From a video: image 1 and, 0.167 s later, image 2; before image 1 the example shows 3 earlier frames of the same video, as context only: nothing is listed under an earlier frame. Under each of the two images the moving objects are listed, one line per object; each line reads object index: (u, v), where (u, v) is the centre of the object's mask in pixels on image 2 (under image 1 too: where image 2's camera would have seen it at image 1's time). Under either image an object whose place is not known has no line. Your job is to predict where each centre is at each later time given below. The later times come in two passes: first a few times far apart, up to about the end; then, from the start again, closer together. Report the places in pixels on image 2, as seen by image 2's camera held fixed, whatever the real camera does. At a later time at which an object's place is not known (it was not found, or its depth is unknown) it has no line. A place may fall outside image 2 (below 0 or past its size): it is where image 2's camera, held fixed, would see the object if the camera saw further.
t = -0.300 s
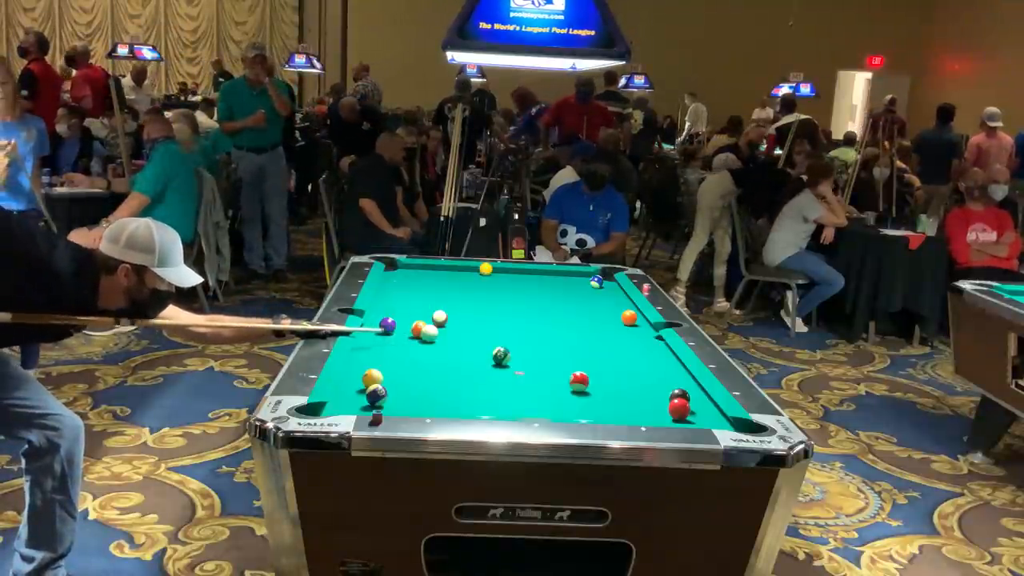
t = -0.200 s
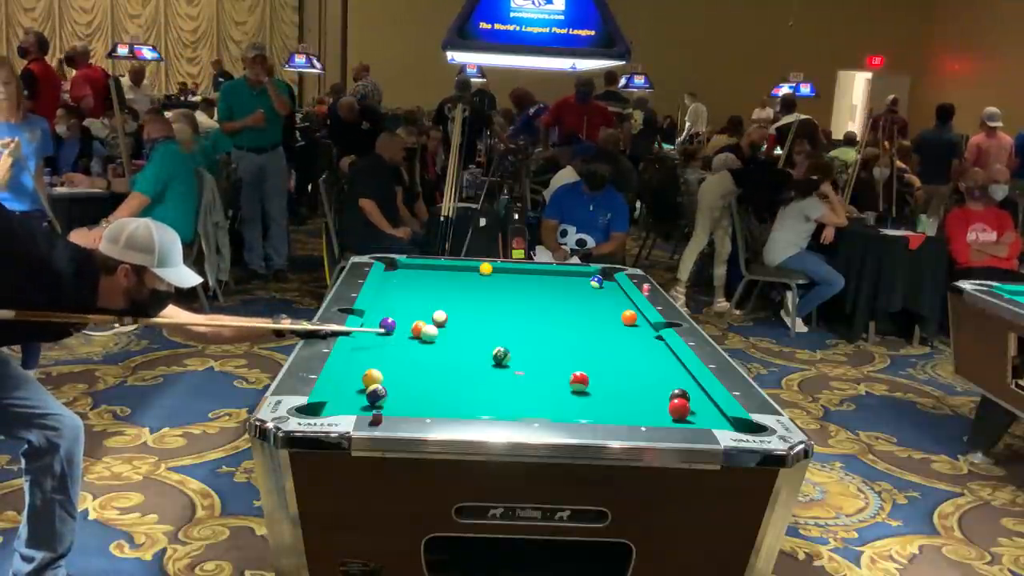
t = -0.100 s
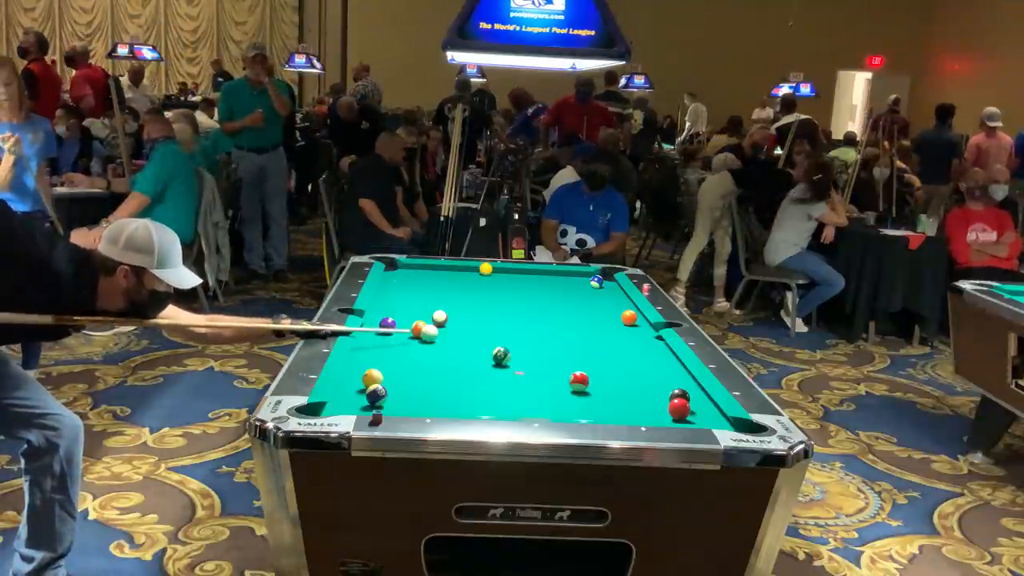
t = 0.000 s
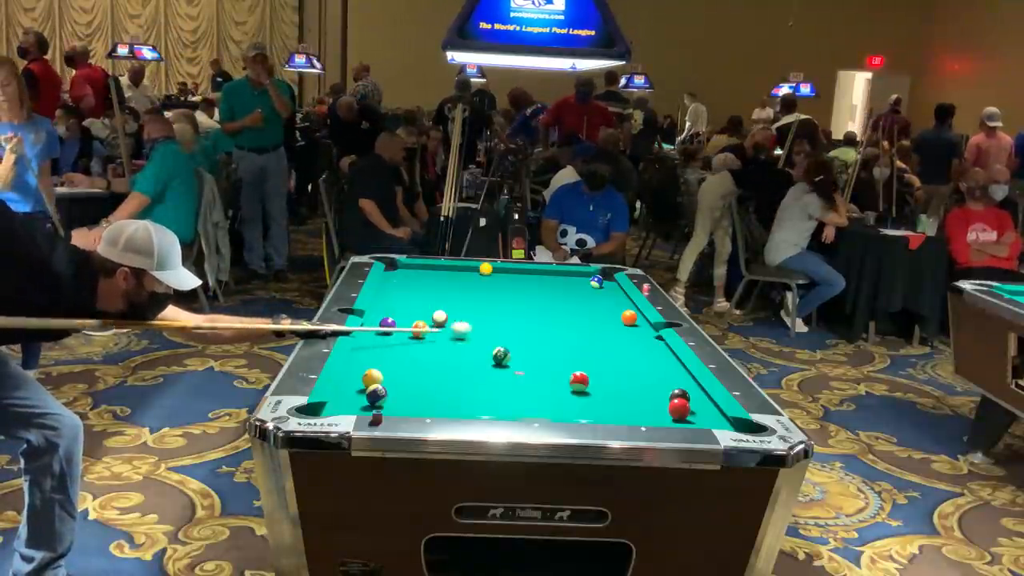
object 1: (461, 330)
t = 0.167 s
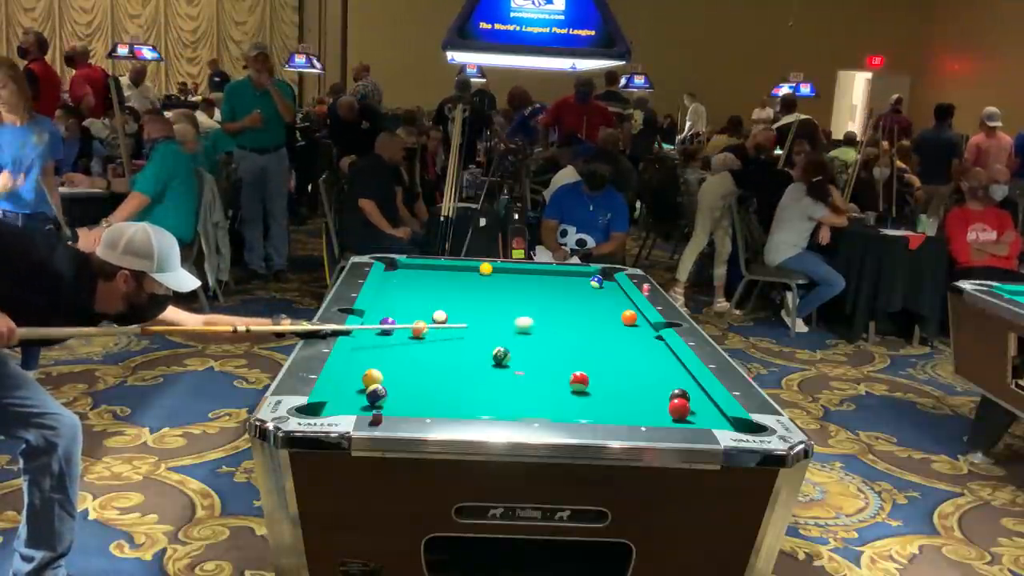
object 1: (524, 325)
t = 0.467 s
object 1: (613, 316)
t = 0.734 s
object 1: (625, 307)
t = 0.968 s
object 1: (620, 301)
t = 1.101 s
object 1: (614, 297)
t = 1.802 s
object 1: (584, 283)
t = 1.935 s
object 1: (581, 280)
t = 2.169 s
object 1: (574, 277)
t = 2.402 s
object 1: (568, 273)
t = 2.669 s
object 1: (565, 274)
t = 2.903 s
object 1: (564, 276)
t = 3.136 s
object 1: (563, 277)
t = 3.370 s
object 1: (562, 278)
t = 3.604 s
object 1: (561, 279)
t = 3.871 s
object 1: (561, 280)
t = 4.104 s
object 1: (560, 281)
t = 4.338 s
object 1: (561, 281)
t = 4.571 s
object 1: (561, 282)
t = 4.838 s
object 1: (562, 282)
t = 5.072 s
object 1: (562, 282)
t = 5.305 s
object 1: (562, 282)
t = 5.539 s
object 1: (562, 282)
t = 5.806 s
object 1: (562, 282)
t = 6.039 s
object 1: (562, 282)
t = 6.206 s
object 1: (562, 282)
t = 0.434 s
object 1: (612, 317)
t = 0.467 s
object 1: (613, 316)
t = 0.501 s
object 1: (613, 315)
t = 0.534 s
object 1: (614, 314)
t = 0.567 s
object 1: (613, 311)
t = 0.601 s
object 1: (619, 309)
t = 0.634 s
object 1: (620, 310)
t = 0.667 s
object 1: (621, 310)
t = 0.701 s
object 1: (623, 308)
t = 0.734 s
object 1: (625, 307)
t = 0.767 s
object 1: (626, 307)
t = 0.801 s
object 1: (628, 305)
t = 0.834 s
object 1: (628, 304)
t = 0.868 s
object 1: (626, 303)
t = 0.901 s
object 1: (624, 303)
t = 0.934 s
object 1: (622, 302)
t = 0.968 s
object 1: (620, 301)
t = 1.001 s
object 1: (619, 300)
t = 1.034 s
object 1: (617, 299)
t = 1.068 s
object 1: (615, 298)
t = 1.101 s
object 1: (614, 297)
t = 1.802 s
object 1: (584, 283)
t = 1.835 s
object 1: (584, 282)
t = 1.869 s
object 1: (583, 281)
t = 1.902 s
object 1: (582, 281)
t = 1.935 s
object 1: (581, 280)
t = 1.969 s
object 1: (580, 280)
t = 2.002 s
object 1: (579, 279)
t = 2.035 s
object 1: (578, 279)
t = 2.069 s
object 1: (577, 278)
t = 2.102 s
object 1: (576, 278)
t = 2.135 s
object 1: (575, 277)
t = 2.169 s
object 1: (574, 277)
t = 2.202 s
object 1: (573, 276)
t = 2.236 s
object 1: (572, 276)
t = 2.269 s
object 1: (571, 275)
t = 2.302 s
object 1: (570, 275)
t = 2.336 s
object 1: (569, 274)
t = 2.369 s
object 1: (568, 274)
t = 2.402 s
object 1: (568, 273)
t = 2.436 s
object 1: (567, 273)
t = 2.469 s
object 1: (566, 273)
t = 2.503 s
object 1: (566, 273)
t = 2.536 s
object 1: (566, 273)
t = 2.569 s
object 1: (566, 273)
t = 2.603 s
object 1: (565, 273)
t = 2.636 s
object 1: (565, 274)
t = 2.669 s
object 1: (565, 274)
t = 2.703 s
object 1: (565, 274)
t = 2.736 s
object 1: (565, 274)
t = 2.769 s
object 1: (564, 275)
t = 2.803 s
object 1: (564, 275)
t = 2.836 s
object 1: (564, 275)
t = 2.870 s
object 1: (564, 275)
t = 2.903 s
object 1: (564, 276)
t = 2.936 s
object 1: (564, 276)
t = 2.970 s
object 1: (563, 276)
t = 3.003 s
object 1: (563, 276)
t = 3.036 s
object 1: (563, 277)
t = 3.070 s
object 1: (563, 277)
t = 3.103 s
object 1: (563, 277)
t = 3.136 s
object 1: (563, 277)
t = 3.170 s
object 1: (563, 277)
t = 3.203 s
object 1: (562, 278)
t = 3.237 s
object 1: (562, 278)
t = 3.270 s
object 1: (562, 278)
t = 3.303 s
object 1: (562, 278)
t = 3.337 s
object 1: (562, 278)
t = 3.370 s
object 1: (562, 278)
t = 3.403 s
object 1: (562, 279)
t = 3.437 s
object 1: (562, 279)
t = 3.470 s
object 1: (561, 279)
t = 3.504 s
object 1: (561, 279)
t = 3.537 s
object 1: (561, 279)
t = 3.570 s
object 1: (561, 279)
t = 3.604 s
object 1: (561, 279)
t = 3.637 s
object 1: (561, 280)
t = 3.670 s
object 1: (561, 280)
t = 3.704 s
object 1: (561, 280)
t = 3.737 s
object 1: (561, 280)
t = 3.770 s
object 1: (561, 280)
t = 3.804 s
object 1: (561, 280)
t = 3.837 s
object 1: (561, 280)
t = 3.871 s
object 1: (561, 280)
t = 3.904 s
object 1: (561, 280)
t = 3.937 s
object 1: (560, 281)
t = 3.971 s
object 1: (560, 281)
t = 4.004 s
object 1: (560, 281)
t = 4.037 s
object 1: (560, 281)
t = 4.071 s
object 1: (560, 281)
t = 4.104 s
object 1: (560, 281)
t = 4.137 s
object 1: (560, 281)
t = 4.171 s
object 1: (560, 281)
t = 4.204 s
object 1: (560, 281)
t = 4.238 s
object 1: (560, 281)
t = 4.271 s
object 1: (561, 281)
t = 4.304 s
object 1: (561, 281)
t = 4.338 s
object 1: (561, 281)
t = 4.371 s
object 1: (561, 282)
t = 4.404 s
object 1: (561, 282)
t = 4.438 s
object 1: (561, 282)
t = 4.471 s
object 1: (561, 282)
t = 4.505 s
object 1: (561, 282)
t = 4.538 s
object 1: (561, 282)
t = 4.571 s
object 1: (561, 282)
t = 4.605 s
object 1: (561, 282)
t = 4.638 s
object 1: (562, 282)
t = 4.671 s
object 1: (562, 282)
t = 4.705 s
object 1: (562, 282)
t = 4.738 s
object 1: (562, 282)
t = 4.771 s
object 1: (562, 282)
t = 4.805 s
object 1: (562, 282)
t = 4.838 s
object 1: (562, 282)
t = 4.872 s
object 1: (562, 282)
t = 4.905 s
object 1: (562, 282)
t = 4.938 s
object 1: (562, 282)
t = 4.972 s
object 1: (562, 282)
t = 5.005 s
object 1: (562, 282)
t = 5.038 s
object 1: (562, 282)
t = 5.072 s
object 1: (562, 282)
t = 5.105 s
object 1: (562, 282)
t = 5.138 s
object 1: (562, 282)
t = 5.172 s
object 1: (562, 282)
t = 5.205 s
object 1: (562, 282)
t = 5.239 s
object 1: (562, 282)
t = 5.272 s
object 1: (562, 282)
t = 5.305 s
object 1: (562, 282)
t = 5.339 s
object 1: (562, 282)
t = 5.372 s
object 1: (562, 282)
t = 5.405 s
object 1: (562, 282)
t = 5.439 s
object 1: (562, 282)
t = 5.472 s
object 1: (562, 282)
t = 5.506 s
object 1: (562, 282)
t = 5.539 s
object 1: (562, 282)
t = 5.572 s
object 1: (562, 282)
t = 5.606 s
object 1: (562, 282)
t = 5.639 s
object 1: (562, 282)
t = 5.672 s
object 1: (562, 282)
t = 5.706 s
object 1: (562, 282)
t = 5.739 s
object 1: (562, 282)
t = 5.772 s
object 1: (562, 282)
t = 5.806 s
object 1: (562, 282)
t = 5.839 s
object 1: (562, 282)
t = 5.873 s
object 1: (562, 282)
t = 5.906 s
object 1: (562, 282)
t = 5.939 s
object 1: (562, 282)
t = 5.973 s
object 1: (562, 282)
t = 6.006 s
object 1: (562, 282)
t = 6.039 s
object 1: (562, 282)
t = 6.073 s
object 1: (562, 282)
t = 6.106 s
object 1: (562, 282)
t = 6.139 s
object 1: (562, 282)
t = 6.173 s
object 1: (562, 282)
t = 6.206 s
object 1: (562, 282)
